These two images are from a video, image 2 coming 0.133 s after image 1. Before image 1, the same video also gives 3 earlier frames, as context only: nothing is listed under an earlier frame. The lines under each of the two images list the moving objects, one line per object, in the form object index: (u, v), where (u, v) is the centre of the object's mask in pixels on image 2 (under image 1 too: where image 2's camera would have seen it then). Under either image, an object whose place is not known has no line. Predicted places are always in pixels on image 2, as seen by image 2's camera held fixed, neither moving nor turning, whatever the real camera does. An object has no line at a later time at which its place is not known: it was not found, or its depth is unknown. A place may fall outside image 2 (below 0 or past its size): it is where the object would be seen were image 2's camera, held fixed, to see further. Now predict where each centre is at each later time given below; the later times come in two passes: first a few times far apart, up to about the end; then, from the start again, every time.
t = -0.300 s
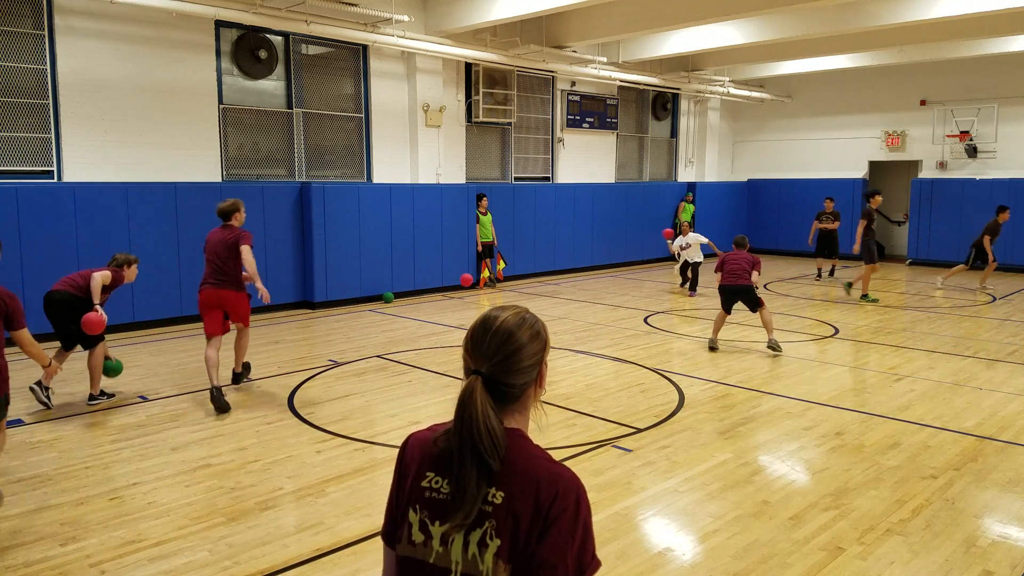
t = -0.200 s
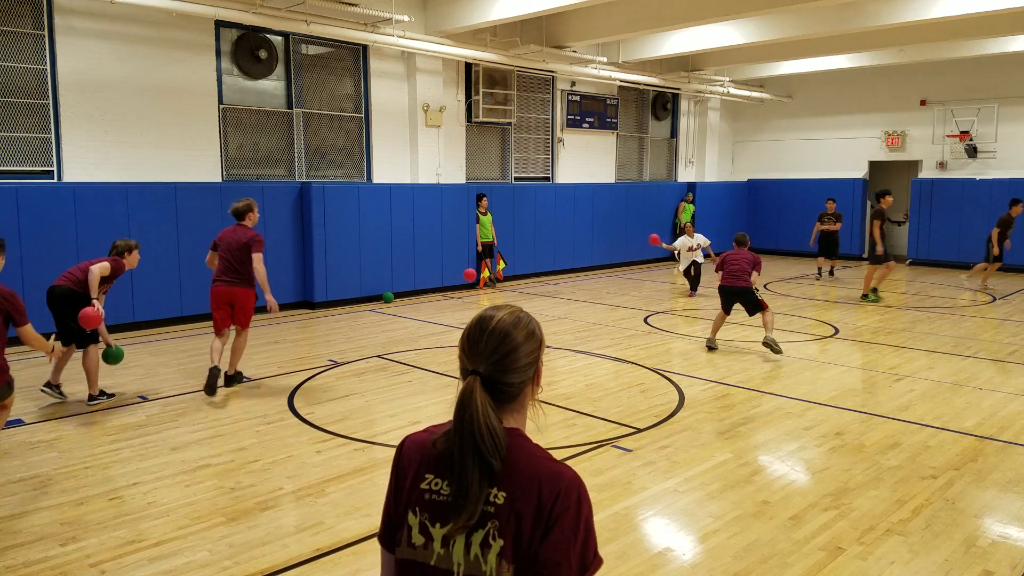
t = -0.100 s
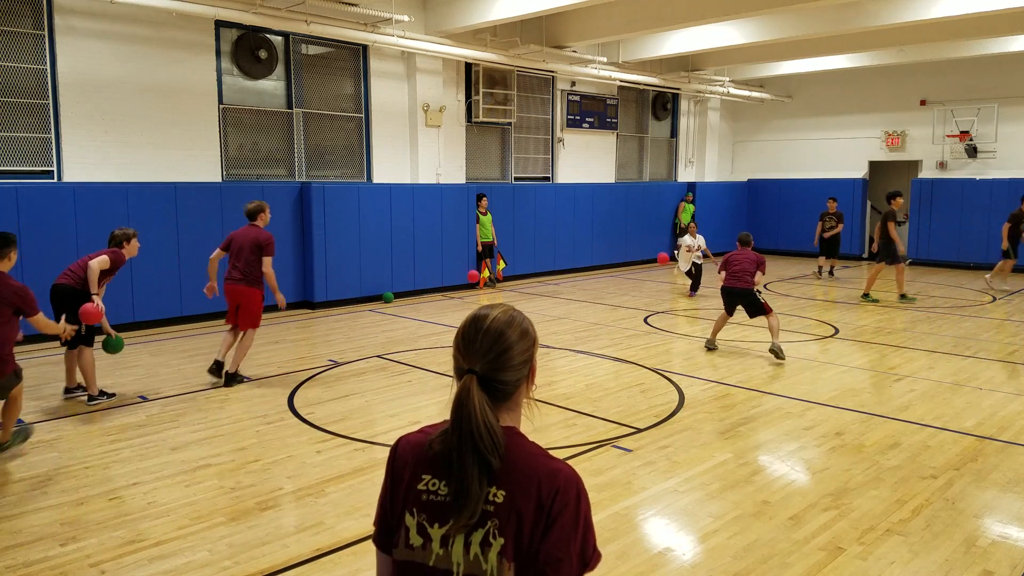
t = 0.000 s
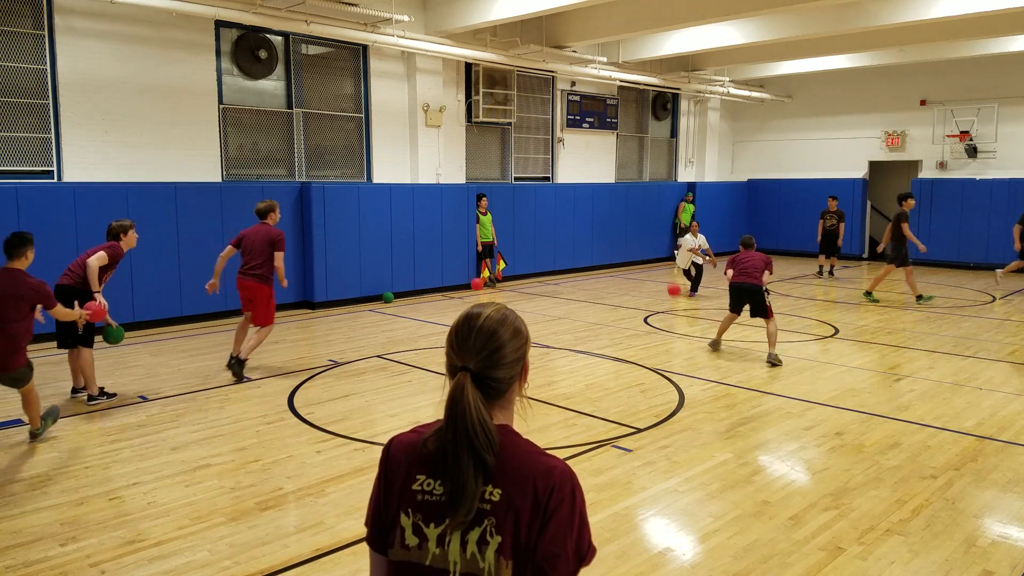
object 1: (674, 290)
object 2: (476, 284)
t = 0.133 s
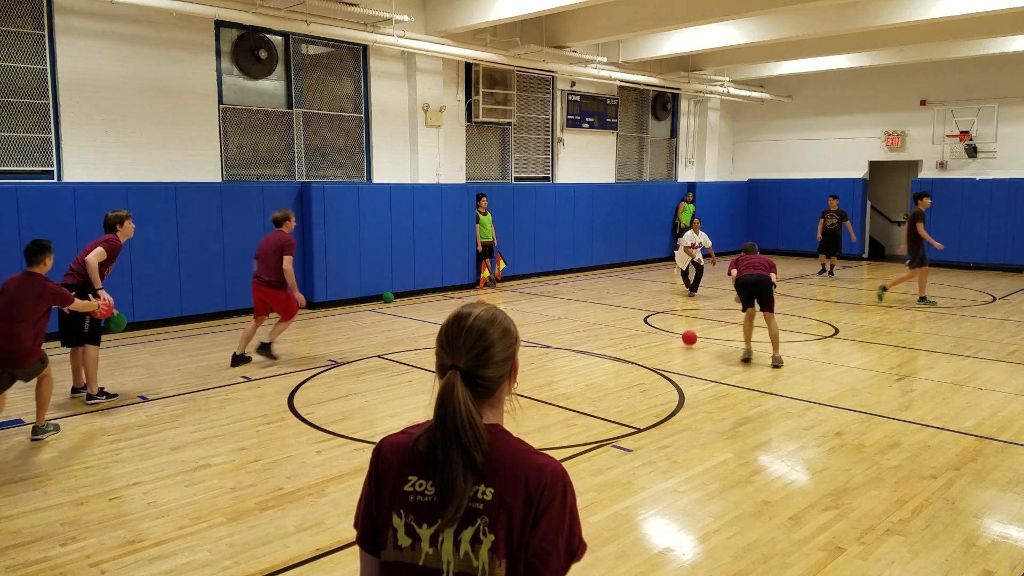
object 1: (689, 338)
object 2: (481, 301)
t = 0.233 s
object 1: (694, 321)
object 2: (485, 300)
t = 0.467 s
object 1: (706, 322)
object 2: (491, 278)
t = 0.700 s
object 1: (725, 403)
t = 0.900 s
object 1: (747, 522)
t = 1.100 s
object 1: (778, 564)
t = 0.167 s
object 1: (691, 331)
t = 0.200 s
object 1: (692, 326)
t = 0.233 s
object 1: (694, 321)
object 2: (485, 300)
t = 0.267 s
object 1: (696, 318)
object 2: (485, 295)
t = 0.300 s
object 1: (697, 316)
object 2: (486, 290)
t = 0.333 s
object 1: (699, 314)
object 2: (487, 286)
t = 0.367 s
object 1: (701, 314)
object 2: (489, 283)
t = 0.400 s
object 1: (703, 315)
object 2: (490, 281)
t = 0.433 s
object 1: (704, 318)
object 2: (491, 279)
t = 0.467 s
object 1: (706, 322)
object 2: (491, 278)
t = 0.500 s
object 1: (709, 327)
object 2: (492, 277)
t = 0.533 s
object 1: (711, 335)
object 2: (493, 278)
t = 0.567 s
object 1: (713, 343)
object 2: (494, 278)
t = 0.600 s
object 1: (716, 354)
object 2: (495, 279)
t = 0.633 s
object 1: (719, 369)
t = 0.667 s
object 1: (721, 384)
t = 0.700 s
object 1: (725, 403)
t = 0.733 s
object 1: (728, 424)
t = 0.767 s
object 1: (731, 449)
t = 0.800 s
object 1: (735, 478)
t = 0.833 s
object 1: (739, 511)
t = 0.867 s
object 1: (743, 523)
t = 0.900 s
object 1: (747, 522)
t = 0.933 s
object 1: (751, 523)
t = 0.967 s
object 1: (756, 527)
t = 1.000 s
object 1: (761, 533)
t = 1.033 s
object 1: (767, 542)
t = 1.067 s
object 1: (773, 555)
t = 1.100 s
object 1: (778, 564)
